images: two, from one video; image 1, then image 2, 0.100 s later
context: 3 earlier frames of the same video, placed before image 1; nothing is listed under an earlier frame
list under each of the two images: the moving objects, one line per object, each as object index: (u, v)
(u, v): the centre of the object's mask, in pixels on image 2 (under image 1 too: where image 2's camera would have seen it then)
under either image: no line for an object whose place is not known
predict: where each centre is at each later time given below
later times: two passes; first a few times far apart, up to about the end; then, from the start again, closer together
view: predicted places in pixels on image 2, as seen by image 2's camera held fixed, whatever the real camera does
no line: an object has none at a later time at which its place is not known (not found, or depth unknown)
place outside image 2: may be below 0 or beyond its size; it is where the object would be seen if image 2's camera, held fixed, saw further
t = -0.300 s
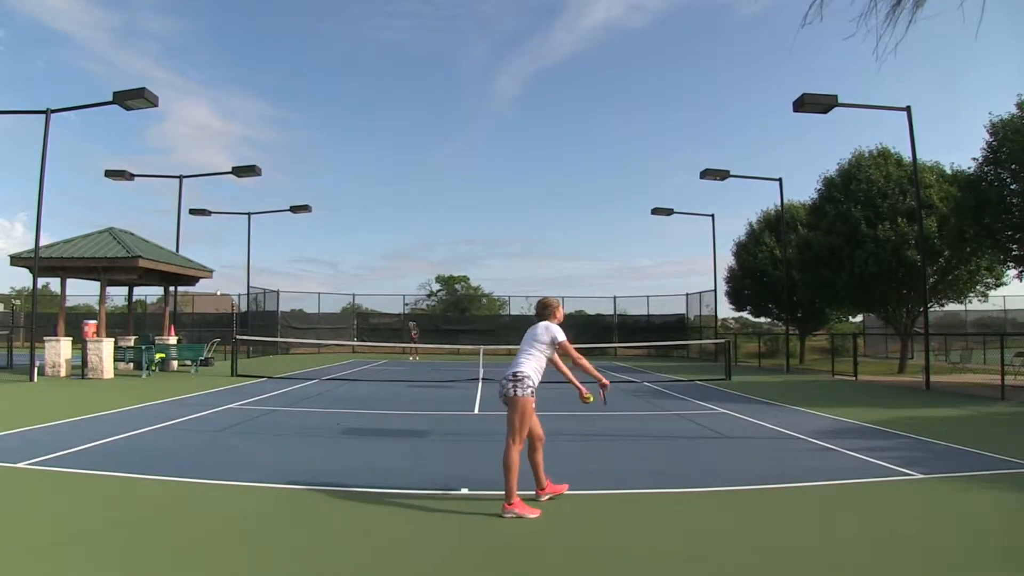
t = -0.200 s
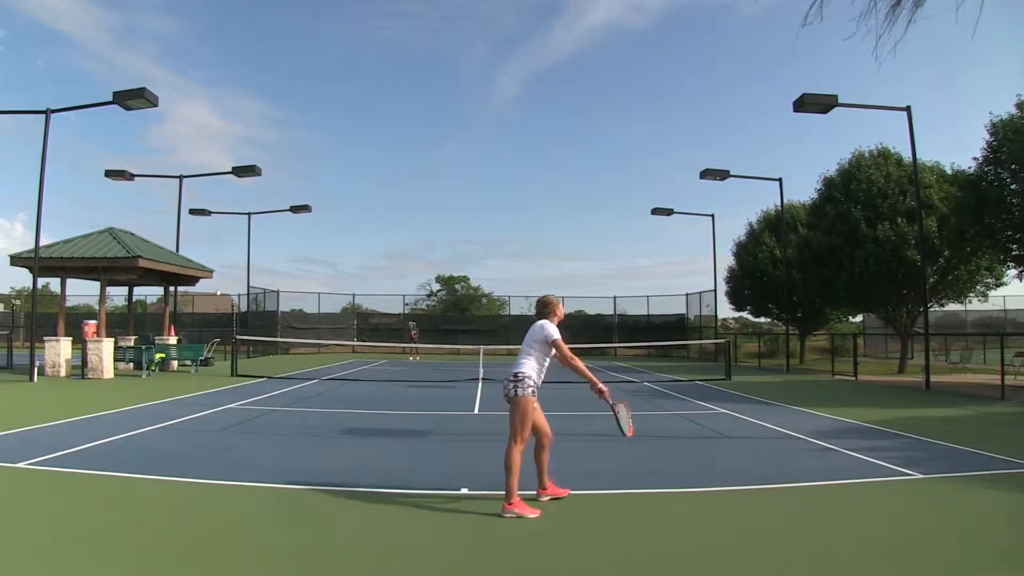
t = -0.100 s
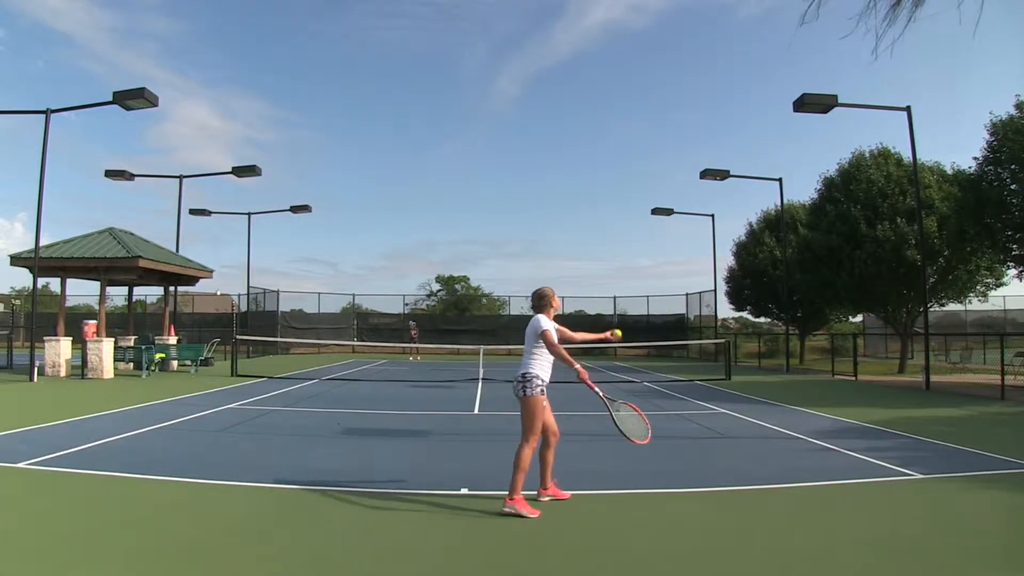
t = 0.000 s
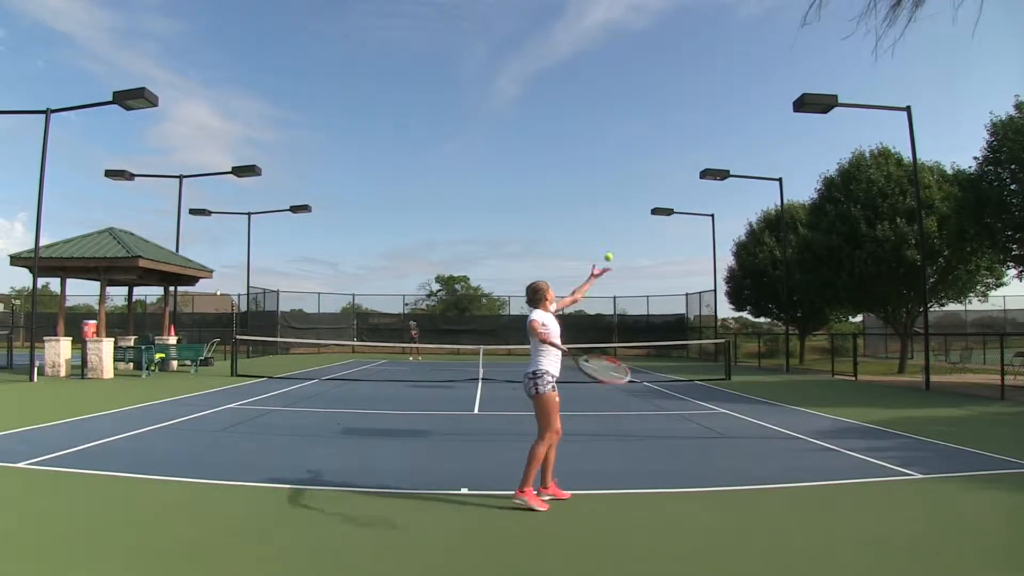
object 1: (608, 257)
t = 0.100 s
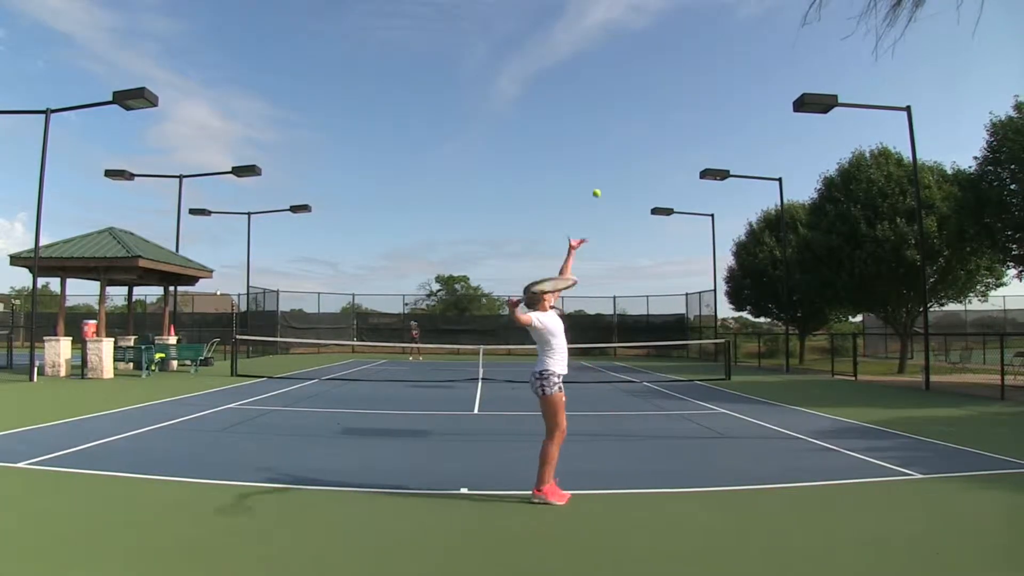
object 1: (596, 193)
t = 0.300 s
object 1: (573, 107)
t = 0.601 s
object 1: (541, 67)
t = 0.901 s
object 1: (511, 123)
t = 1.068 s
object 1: (494, 197)
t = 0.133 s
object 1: (593, 175)
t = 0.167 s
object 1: (588, 159)
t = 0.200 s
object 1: (584, 144)
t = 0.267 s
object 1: (577, 118)
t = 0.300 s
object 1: (573, 107)
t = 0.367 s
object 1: (566, 89)
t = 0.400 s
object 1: (562, 82)
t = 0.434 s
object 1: (559, 77)
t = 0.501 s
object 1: (551, 69)
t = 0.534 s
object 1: (549, 68)
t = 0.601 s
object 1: (541, 67)
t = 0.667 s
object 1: (534, 71)
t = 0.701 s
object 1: (531, 75)
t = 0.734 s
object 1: (527, 80)
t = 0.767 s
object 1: (524, 86)
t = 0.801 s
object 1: (521, 94)
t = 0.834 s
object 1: (517, 102)
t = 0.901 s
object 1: (511, 123)
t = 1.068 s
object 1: (494, 197)
